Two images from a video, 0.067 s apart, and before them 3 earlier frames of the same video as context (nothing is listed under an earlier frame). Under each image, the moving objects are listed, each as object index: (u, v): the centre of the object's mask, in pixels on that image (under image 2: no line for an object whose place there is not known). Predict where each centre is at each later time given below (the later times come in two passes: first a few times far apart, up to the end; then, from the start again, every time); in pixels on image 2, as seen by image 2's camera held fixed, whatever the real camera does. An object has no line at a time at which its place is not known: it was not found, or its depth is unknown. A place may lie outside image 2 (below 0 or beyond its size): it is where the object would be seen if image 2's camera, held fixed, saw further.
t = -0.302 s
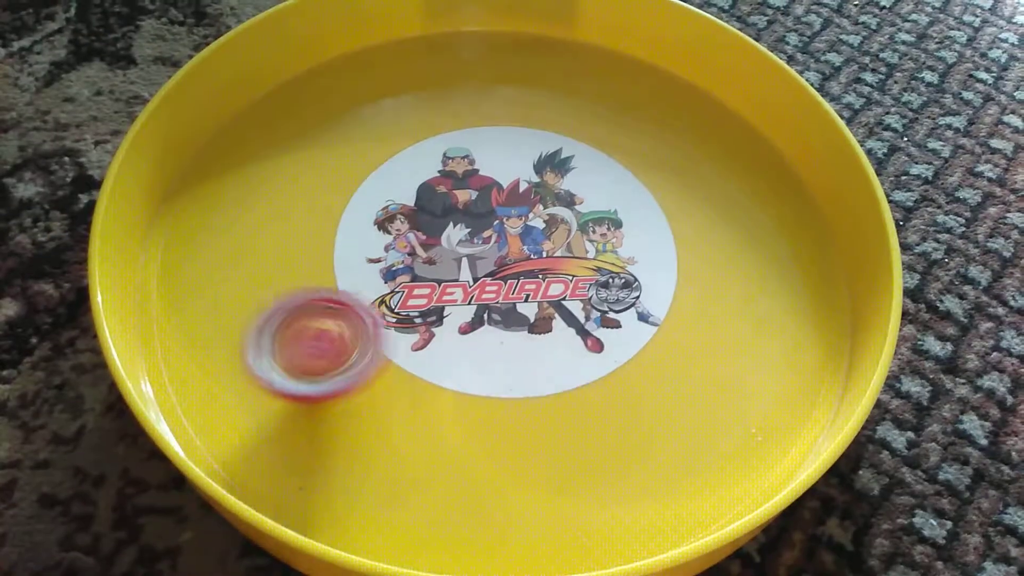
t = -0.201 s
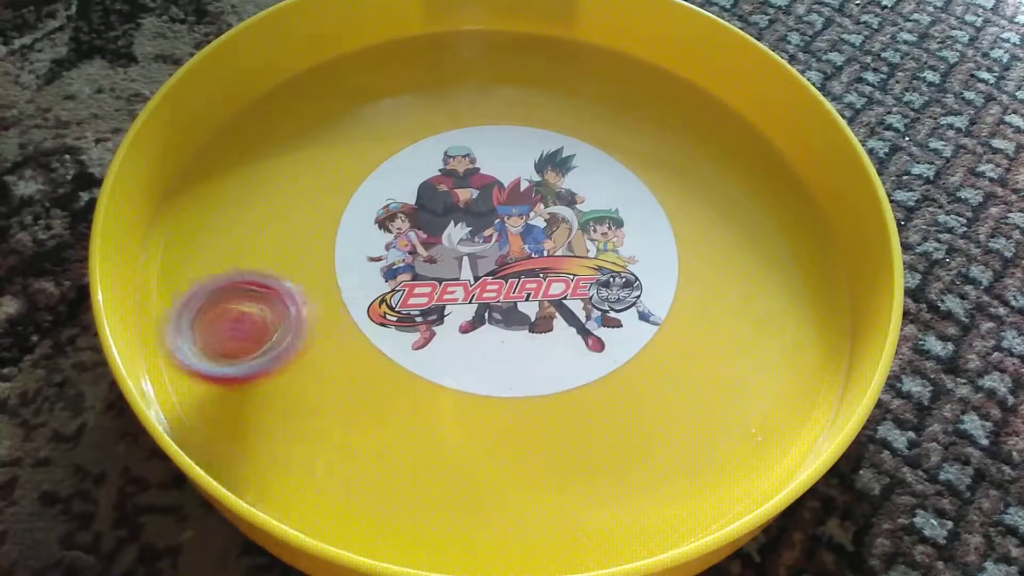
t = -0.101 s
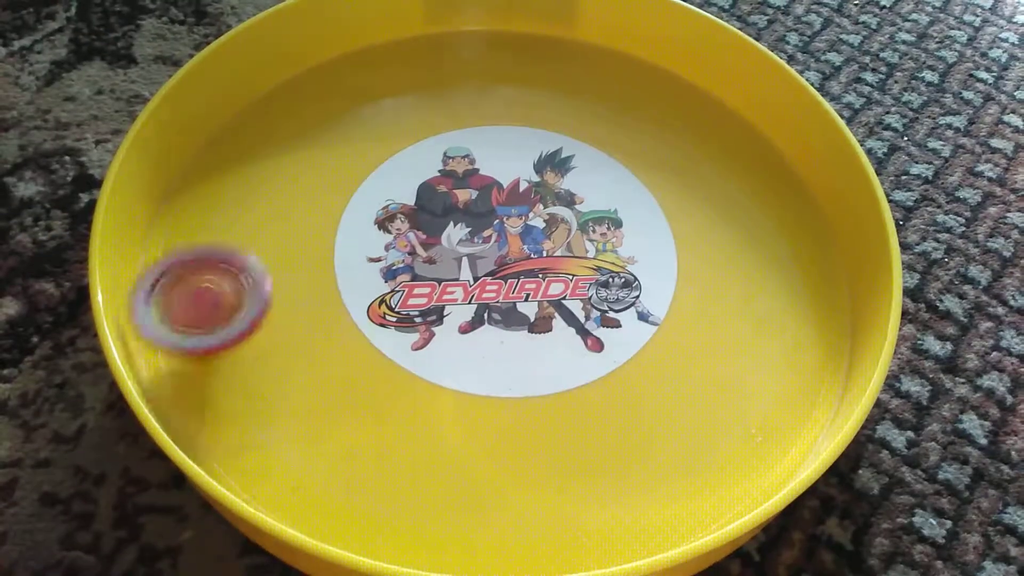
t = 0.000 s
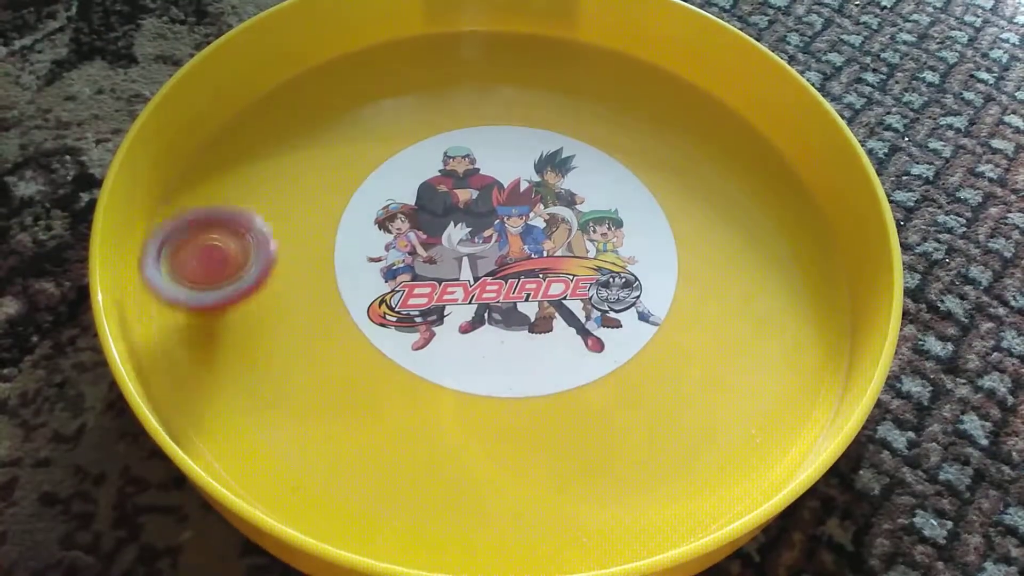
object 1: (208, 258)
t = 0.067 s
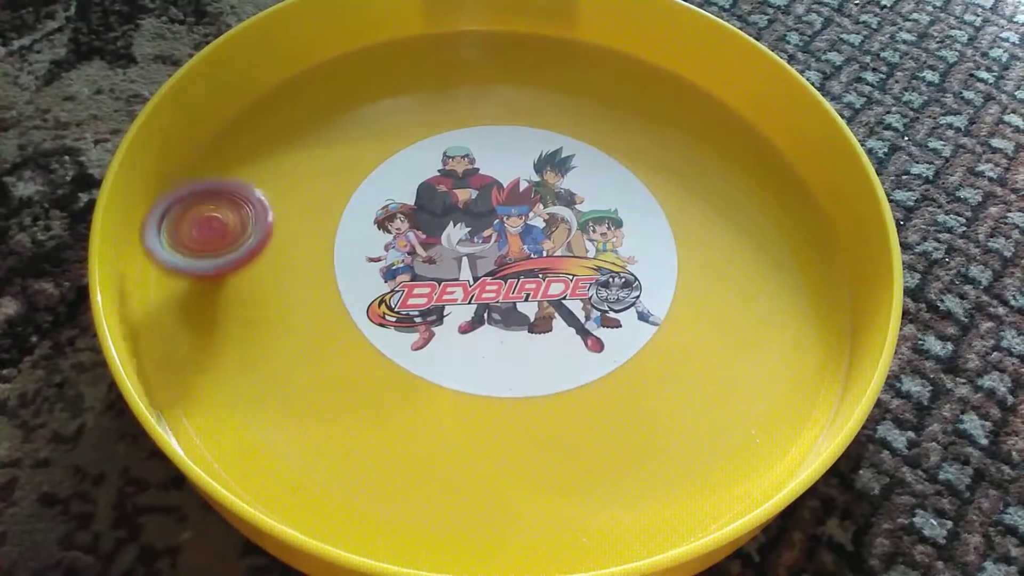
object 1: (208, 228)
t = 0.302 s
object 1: (226, 136)
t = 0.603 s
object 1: (301, 71)
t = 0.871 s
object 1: (380, 35)
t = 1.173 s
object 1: (469, 25)
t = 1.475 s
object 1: (553, 29)
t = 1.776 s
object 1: (622, 45)
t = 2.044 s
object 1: (662, 68)
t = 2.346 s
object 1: (684, 94)
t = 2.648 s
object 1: (685, 123)
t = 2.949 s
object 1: (643, 155)
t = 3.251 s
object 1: (596, 185)
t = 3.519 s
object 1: (546, 214)
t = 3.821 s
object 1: (491, 247)
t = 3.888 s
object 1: (478, 256)
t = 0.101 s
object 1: (208, 213)
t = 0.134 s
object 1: (209, 198)
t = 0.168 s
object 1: (210, 184)
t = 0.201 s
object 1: (211, 170)
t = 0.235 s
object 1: (213, 157)
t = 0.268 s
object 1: (216, 145)
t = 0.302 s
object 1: (226, 136)
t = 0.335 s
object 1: (239, 128)
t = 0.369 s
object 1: (249, 121)
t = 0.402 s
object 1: (258, 113)
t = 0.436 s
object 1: (267, 106)
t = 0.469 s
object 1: (274, 98)
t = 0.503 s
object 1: (281, 91)
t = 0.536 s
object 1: (288, 84)
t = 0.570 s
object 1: (294, 78)
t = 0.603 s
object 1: (301, 71)
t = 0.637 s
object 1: (309, 65)
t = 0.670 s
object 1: (316, 58)
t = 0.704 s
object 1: (324, 53)
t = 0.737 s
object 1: (336, 50)
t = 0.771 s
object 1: (347, 46)
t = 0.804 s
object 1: (358, 42)
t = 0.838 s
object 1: (369, 38)
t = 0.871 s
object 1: (380, 35)
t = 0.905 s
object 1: (391, 32)
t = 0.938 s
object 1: (400, 29)
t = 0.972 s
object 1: (411, 27)
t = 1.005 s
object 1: (420, 26)
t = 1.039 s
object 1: (430, 25)
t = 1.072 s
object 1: (438, 24)
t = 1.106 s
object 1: (448, 24)
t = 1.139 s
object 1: (459, 24)
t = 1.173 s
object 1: (469, 25)
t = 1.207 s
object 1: (479, 25)
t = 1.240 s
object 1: (488, 26)
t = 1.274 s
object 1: (499, 25)
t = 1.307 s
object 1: (508, 26)
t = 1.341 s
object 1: (518, 26)
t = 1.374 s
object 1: (527, 27)
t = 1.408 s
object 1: (536, 27)
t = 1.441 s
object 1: (545, 28)
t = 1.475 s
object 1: (553, 29)
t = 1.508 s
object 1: (563, 30)
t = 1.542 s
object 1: (570, 31)
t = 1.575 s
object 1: (578, 33)
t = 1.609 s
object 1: (587, 35)
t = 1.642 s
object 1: (594, 37)
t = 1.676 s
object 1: (602, 39)
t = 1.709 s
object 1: (609, 40)
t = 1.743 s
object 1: (616, 42)
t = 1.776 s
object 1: (622, 45)
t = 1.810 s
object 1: (628, 48)
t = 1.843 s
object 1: (634, 51)
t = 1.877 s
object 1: (640, 53)
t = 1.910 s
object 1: (646, 56)
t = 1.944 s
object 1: (650, 59)
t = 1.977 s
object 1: (655, 62)
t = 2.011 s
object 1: (659, 65)
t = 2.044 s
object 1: (662, 68)
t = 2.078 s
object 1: (666, 71)
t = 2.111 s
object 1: (668, 73)
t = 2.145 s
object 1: (671, 77)
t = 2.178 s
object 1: (673, 79)
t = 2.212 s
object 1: (675, 82)
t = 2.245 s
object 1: (678, 85)
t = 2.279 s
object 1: (680, 88)
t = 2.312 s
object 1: (682, 91)
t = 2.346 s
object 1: (684, 94)
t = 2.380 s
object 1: (685, 97)
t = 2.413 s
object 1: (687, 100)
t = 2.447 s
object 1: (689, 103)
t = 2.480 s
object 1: (690, 106)
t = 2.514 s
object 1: (690, 109)
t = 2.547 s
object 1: (690, 112)
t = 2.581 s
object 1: (690, 116)
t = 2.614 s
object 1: (688, 119)
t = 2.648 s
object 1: (685, 123)
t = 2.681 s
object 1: (682, 127)
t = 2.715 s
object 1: (678, 131)
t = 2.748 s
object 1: (674, 134)
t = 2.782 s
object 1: (669, 138)
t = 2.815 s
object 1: (663, 142)
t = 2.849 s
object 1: (657, 146)
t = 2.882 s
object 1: (652, 148)
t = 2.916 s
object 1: (647, 152)
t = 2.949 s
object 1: (643, 155)
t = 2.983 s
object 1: (639, 159)
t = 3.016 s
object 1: (633, 162)
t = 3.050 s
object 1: (629, 166)
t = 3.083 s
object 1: (624, 169)
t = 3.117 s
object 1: (618, 172)
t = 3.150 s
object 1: (614, 175)
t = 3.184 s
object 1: (607, 178)
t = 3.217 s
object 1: (602, 182)
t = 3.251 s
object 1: (596, 185)
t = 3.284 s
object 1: (590, 188)
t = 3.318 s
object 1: (584, 192)
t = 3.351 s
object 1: (579, 195)
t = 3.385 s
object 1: (572, 199)
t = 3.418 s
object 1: (566, 202)
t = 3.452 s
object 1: (559, 206)
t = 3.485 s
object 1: (553, 210)
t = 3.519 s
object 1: (546, 214)
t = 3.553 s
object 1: (540, 217)
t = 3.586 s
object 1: (534, 221)
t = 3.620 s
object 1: (527, 225)
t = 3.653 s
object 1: (522, 229)
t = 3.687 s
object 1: (516, 232)
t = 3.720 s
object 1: (509, 236)
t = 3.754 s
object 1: (503, 240)
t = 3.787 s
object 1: (496, 244)
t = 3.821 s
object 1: (491, 247)
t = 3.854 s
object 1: (484, 251)
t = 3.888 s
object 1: (478, 256)
